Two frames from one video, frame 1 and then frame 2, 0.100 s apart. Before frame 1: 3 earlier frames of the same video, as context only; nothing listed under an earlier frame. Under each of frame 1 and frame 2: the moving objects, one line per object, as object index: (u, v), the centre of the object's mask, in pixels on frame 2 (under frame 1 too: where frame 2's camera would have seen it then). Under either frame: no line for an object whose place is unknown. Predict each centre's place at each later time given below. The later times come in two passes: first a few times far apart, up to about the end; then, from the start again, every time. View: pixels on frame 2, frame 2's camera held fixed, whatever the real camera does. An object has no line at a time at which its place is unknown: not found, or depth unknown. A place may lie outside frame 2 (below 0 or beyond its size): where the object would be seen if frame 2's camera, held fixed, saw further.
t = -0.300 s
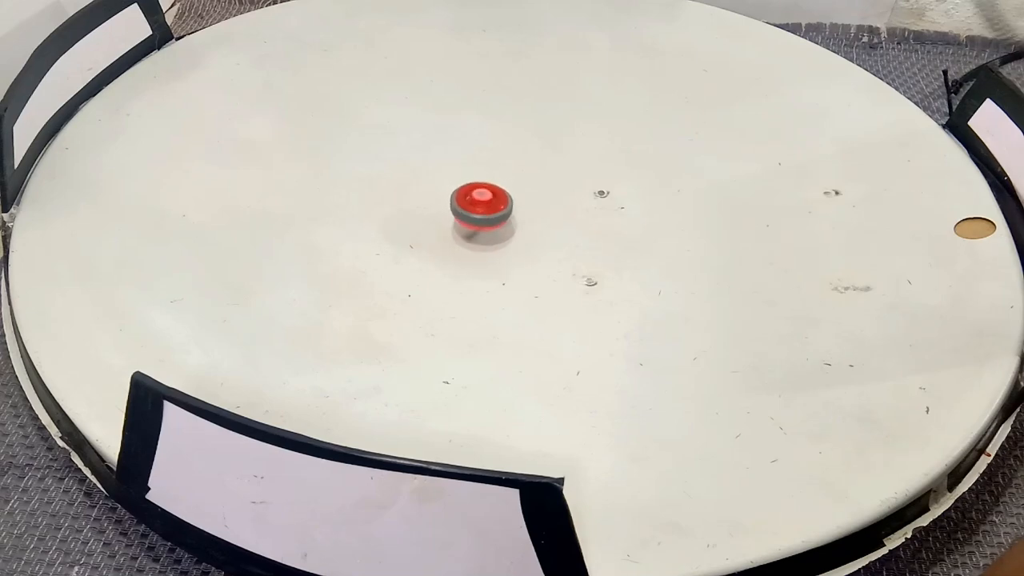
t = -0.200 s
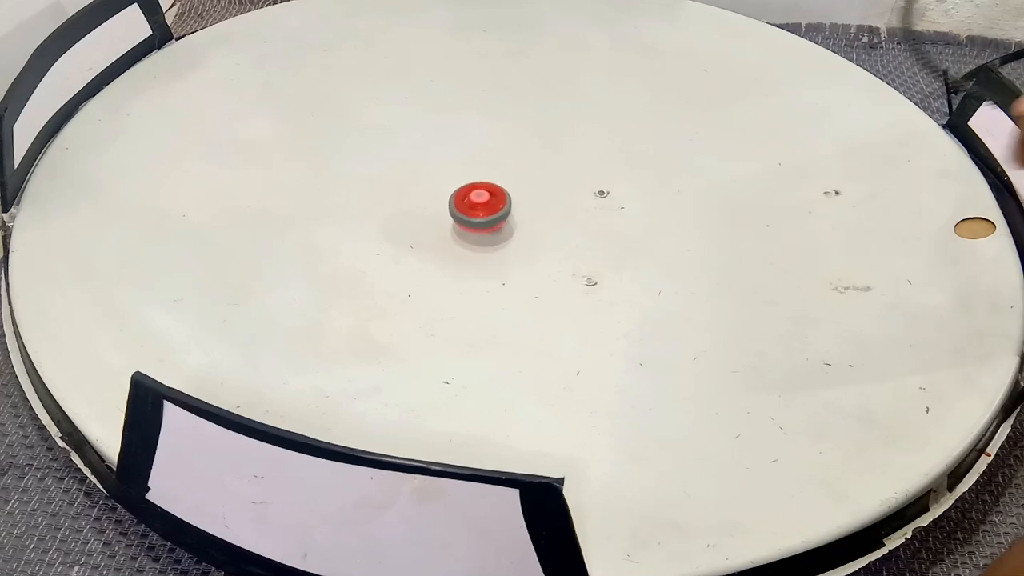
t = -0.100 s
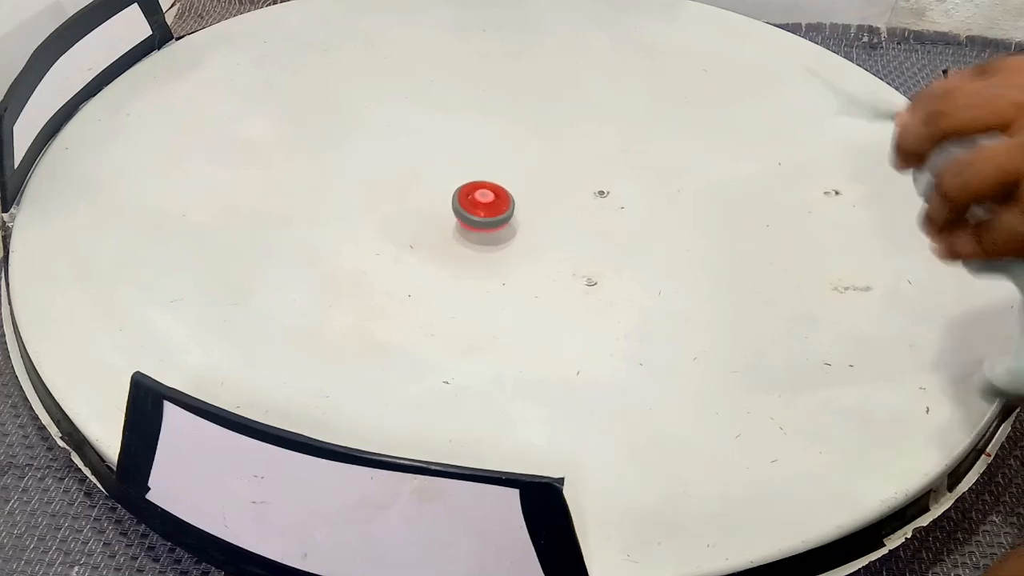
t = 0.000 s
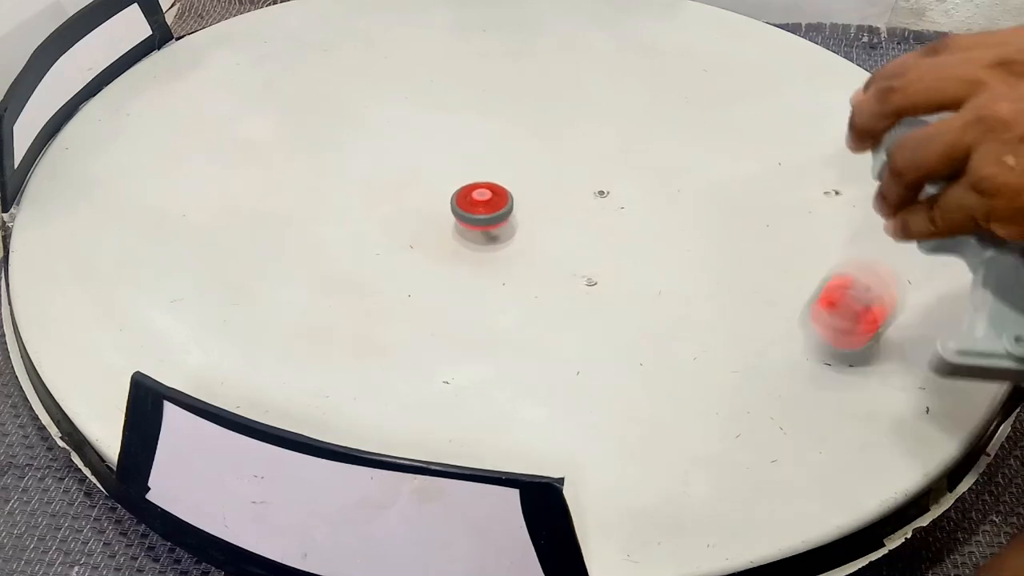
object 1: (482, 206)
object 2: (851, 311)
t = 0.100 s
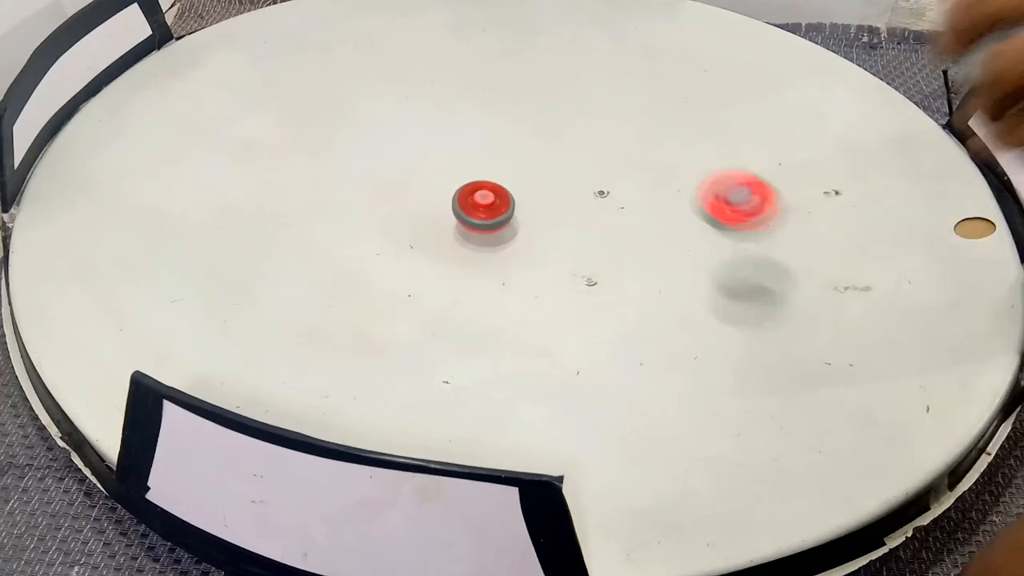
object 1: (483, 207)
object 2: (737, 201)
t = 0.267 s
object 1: (485, 206)
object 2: (540, 160)
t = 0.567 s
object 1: (487, 206)
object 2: (328, 37)
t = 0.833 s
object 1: (486, 207)
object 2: (250, 67)
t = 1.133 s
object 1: (488, 206)
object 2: (265, 179)
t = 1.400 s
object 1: (489, 207)
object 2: (340, 298)
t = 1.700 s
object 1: (489, 206)
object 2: (587, 307)
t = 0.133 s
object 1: (482, 208)
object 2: (693, 179)
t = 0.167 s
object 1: (484, 206)
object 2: (650, 172)
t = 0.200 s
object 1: (485, 206)
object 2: (606, 178)
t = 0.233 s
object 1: (486, 206)
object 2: (567, 196)
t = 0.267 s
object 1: (485, 206)
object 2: (540, 160)
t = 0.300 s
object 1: (483, 208)
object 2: (514, 107)
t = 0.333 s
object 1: (484, 207)
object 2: (487, 66)
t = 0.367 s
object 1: (486, 206)
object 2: (460, 41)
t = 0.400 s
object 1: (487, 206)
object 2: (432, 29)
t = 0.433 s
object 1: (487, 205)
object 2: (407, 33)
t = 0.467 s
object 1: (485, 206)
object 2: (385, 47)
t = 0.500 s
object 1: (485, 207)
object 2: (363, 70)
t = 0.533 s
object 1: (486, 206)
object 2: (346, 49)
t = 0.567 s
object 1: (487, 206)
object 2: (328, 37)
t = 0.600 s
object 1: (487, 205)
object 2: (312, 38)
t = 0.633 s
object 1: (486, 206)
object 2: (298, 51)
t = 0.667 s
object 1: (485, 208)
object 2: (285, 46)
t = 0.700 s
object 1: (486, 206)
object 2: (274, 49)
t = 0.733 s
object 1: (487, 206)
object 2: (264, 47)
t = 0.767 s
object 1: (488, 205)
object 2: (256, 54)
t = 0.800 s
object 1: (487, 205)
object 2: (252, 56)
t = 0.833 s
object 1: (486, 207)
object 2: (250, 67)
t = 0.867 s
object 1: (485, 207)
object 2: (249, 75)
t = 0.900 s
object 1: (487, 206)
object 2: (251, 83)
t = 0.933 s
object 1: (488, 206)
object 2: (253, 96)
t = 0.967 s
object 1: (488, 204)
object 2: (254, 106)
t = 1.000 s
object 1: (487, 205)
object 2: (256, 121)
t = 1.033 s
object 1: (486, 208)
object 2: (258, 135)
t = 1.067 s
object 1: (486, 207)
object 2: (260, 149)
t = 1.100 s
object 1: (488, 206)
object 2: (262, 165)
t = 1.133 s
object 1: (488, 206)
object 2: (265, 179)
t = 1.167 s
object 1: (488, 205)
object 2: (267, 195)
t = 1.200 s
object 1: (487, 206)
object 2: (270, 211)
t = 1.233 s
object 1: (487, 208)
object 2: (273, 227)
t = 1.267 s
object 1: (488, 207)
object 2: (279, 243)
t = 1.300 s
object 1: (488, 205)
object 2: (287, 258)
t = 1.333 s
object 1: (489, 205)
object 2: (302, 273)
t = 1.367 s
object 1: (488, 204)
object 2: (318, 285)
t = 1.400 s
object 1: (489, 207)
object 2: (340, 298)
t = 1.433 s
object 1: (489, 208)
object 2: (362, 308)
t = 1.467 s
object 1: (489, 206)
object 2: (389, 316)
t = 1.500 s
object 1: (489, 206)
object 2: (418, 321)
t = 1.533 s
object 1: (489, 205)
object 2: (445, 324)
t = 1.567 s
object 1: (489, 204)
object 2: (473, 326)
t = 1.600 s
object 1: (490, 207)
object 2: (503, 325)
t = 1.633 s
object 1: (491, 209)
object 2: (532, 322)
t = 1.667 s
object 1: (490, 206)
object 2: (561, 315)
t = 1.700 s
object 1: (489, 206)
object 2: (587, 307)
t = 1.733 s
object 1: (488, 206)
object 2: (612, 295)
